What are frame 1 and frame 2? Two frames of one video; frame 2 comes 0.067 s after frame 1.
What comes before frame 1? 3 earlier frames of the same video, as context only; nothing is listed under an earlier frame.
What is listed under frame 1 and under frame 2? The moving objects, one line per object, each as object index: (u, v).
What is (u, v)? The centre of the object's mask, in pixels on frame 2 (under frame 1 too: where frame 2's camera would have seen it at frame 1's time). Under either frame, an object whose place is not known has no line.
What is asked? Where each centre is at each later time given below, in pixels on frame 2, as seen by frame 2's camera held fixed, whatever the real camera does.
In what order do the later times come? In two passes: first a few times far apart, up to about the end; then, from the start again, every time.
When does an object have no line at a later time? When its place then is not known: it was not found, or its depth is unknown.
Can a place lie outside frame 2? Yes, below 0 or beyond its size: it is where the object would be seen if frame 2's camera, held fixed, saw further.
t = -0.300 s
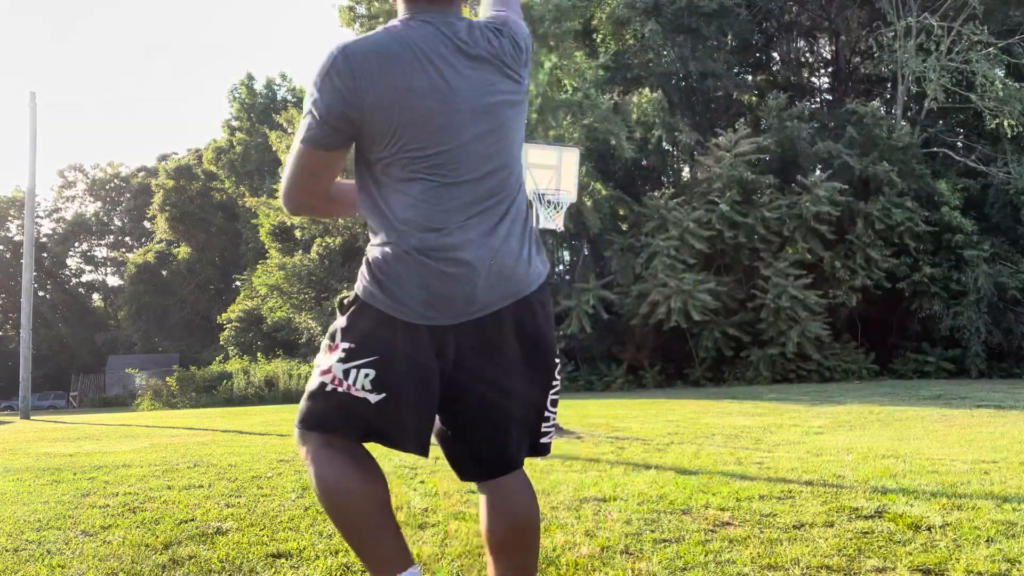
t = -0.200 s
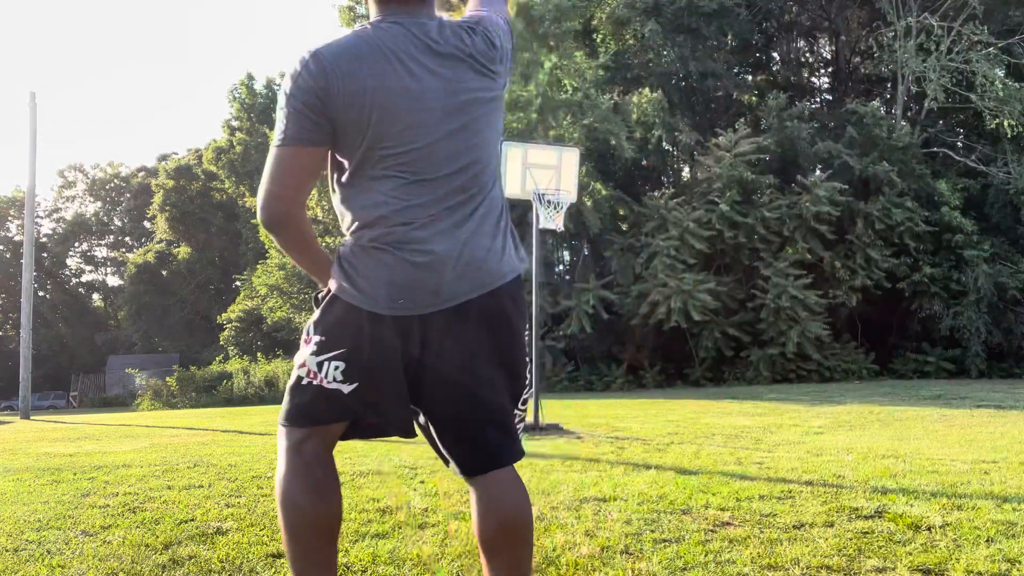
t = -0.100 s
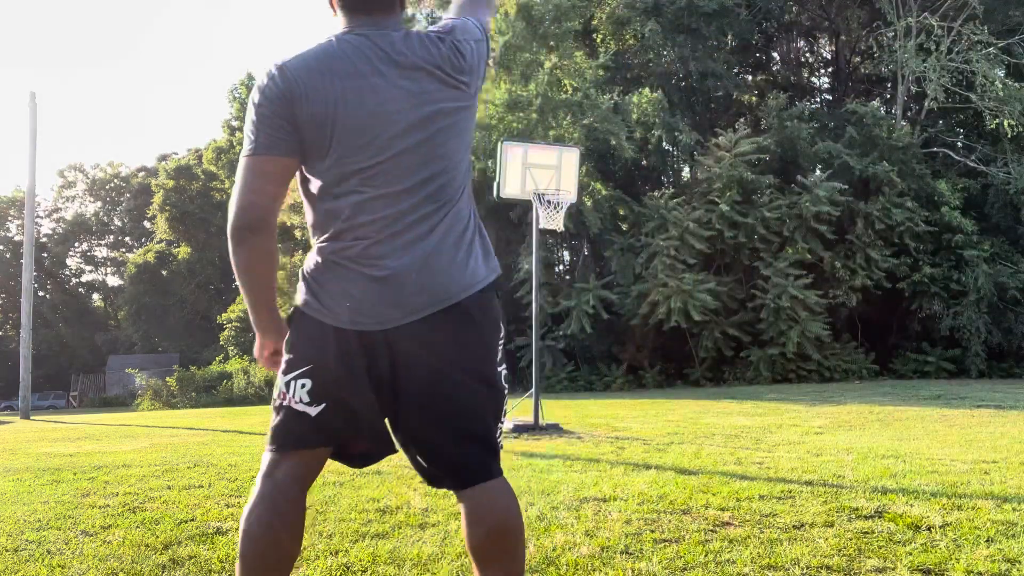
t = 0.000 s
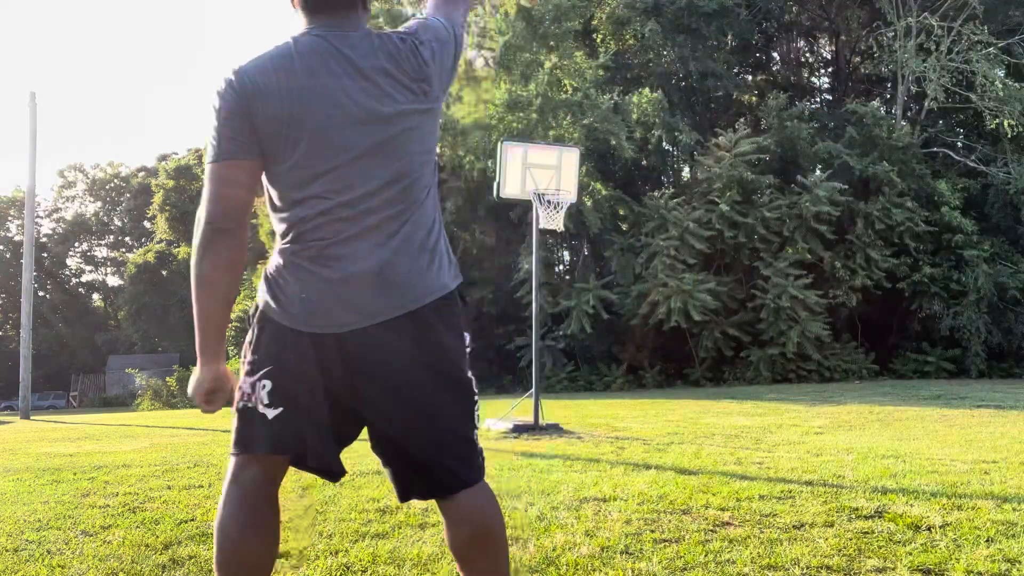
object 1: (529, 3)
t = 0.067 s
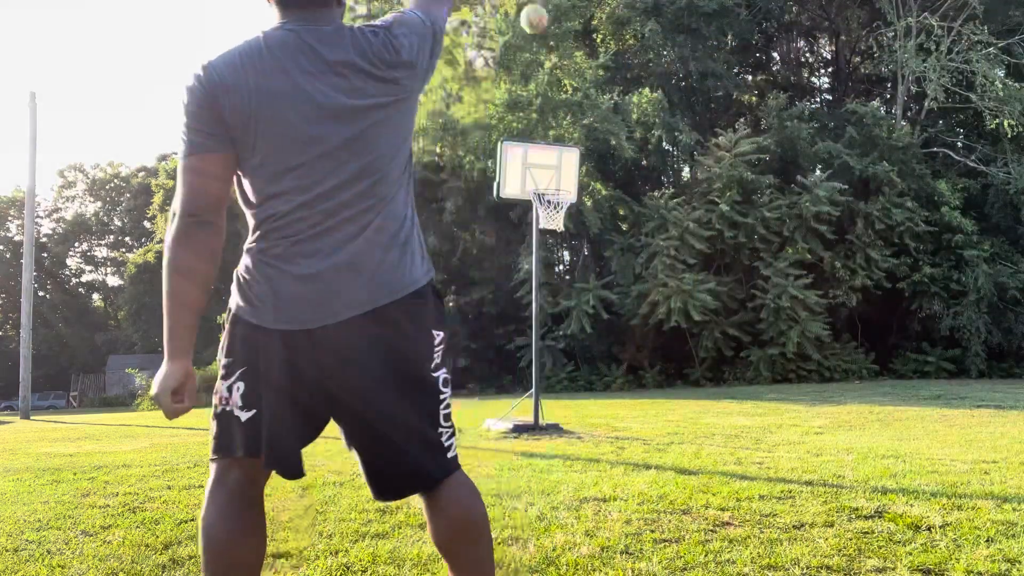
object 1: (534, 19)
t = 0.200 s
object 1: (540, 79)
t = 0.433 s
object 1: (553, 182)
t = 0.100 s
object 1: (535, 33)
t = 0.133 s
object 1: (537, 48)
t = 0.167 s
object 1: (538, 63)
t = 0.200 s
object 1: (540, 79)
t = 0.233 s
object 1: (541, 93)
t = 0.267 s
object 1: (543, 110)
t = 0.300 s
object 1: (545, 126)
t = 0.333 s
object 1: (547, 141)
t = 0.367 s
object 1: (549, 161)
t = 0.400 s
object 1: (551, 176)
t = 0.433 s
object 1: (553, 182)
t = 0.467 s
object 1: (555, 171)
